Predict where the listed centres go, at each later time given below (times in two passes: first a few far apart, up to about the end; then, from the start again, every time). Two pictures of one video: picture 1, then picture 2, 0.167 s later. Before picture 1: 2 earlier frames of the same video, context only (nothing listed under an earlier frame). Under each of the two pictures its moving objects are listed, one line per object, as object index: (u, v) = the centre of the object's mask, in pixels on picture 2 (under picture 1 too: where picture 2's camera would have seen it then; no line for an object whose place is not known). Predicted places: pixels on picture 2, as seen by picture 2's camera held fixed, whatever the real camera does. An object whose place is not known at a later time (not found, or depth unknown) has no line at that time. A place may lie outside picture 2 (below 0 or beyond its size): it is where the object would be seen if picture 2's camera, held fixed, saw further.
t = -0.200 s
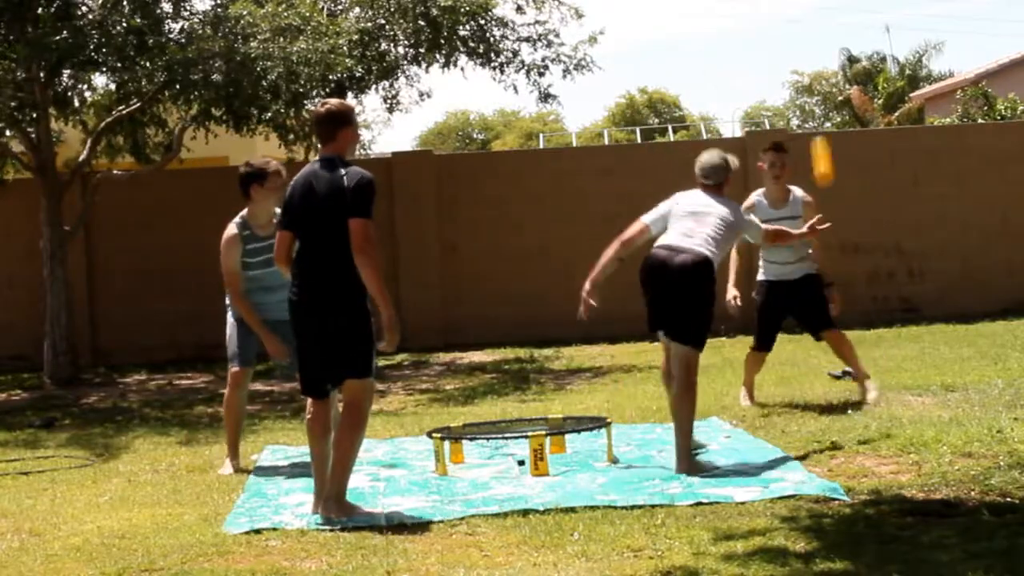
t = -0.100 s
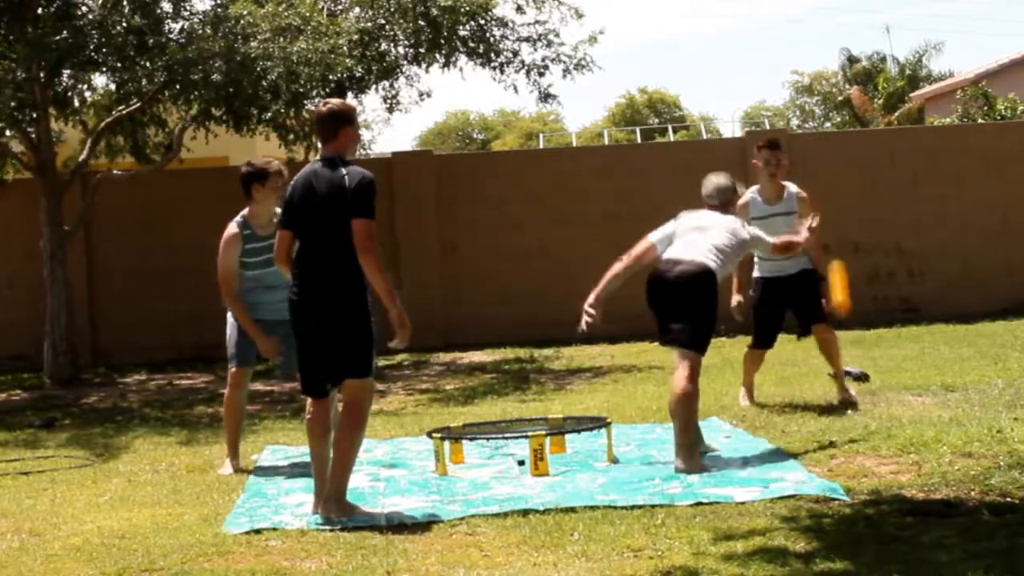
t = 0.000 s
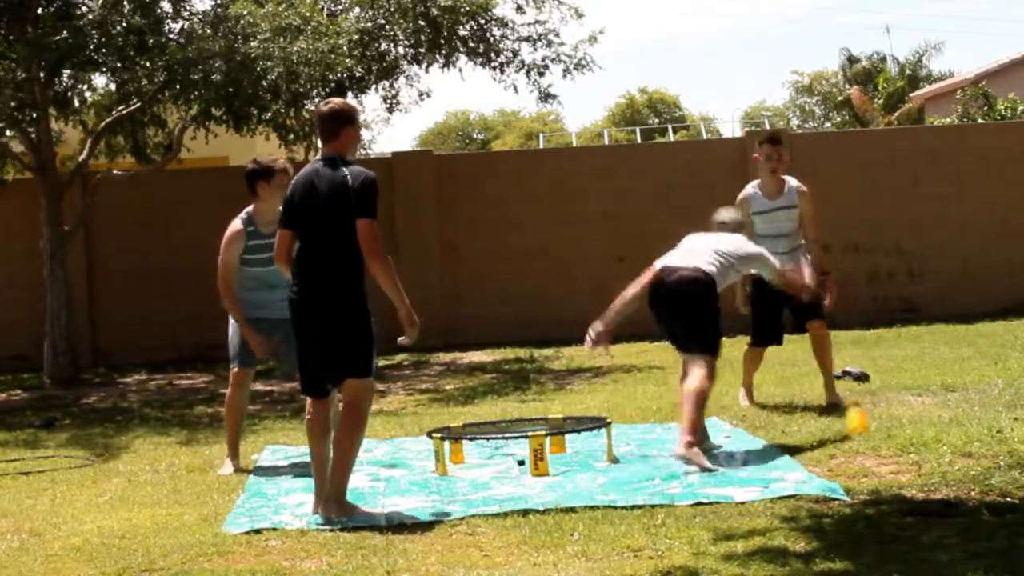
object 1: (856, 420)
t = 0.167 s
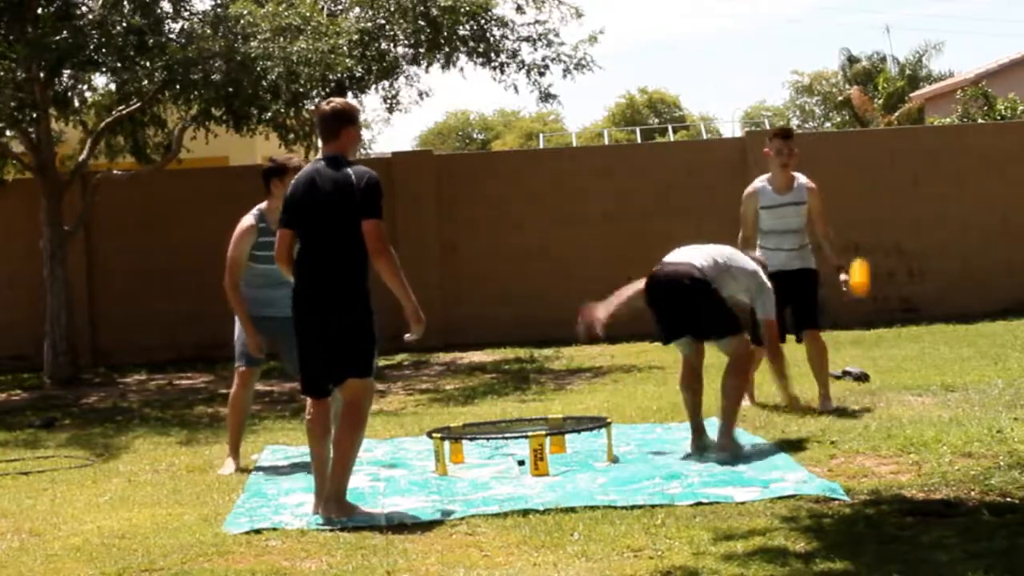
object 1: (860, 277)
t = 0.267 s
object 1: (862, 209)
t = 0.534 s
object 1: (875, 114)
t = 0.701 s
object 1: (886, 123)
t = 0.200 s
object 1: (860, 252)
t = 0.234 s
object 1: (861, 229)
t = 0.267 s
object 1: (862, 209)
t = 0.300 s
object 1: (863, 190)
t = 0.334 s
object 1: (864, 172)
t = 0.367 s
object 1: (866, 158)
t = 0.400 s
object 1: (867, 145)
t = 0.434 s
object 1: (869, 135)
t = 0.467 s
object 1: (871, 126)
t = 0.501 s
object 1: (873, 118)
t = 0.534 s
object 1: (875, 114)
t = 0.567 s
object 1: (877, 111)
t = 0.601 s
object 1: (879, 111)
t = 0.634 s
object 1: (881, 112)
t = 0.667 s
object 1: (884, 116)
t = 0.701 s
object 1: (886, 123)
